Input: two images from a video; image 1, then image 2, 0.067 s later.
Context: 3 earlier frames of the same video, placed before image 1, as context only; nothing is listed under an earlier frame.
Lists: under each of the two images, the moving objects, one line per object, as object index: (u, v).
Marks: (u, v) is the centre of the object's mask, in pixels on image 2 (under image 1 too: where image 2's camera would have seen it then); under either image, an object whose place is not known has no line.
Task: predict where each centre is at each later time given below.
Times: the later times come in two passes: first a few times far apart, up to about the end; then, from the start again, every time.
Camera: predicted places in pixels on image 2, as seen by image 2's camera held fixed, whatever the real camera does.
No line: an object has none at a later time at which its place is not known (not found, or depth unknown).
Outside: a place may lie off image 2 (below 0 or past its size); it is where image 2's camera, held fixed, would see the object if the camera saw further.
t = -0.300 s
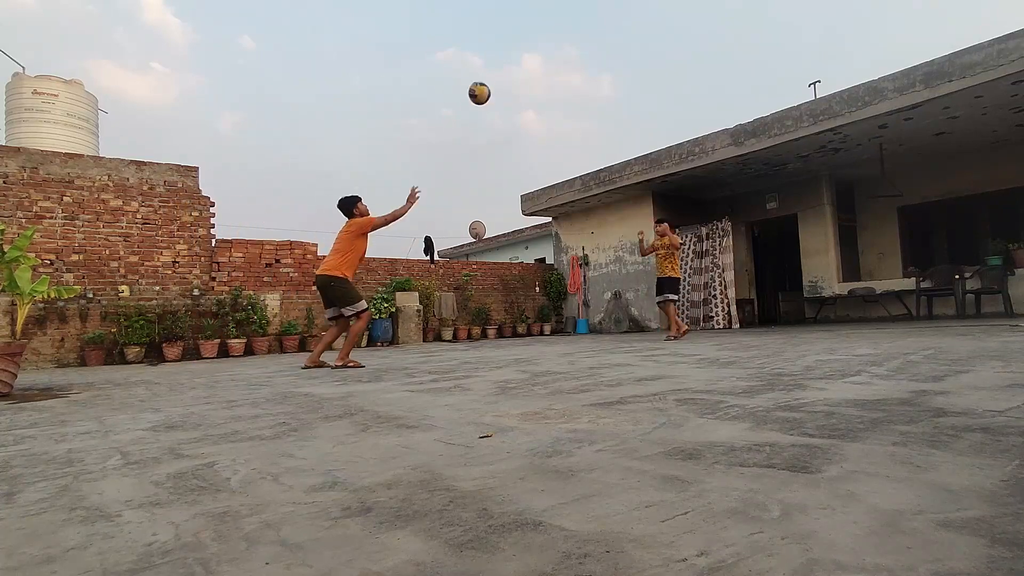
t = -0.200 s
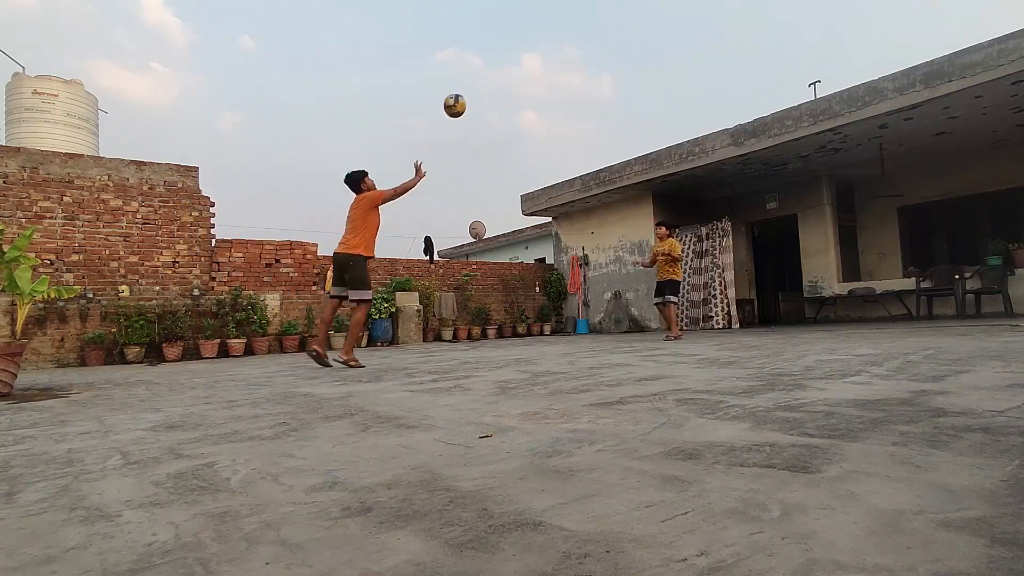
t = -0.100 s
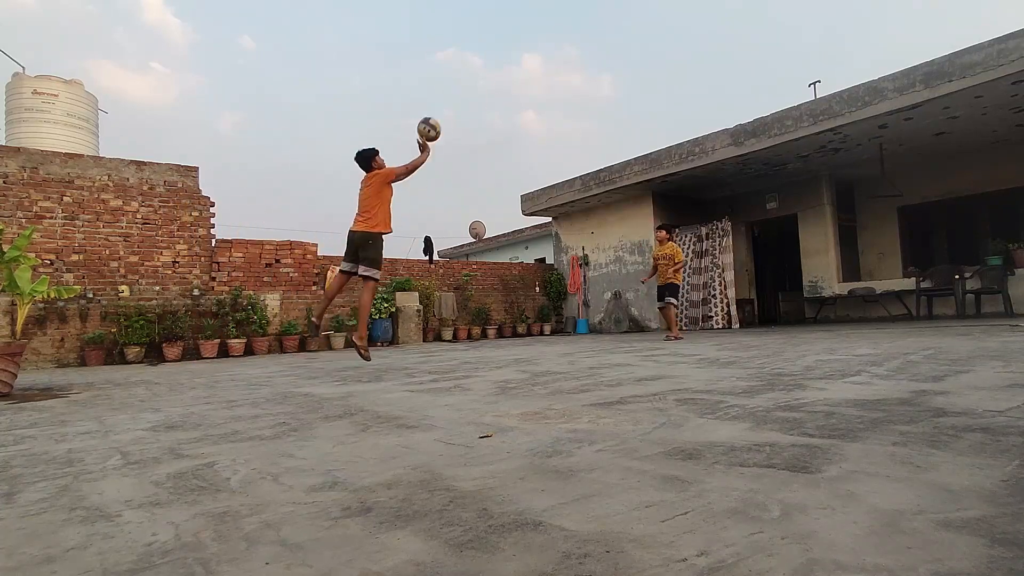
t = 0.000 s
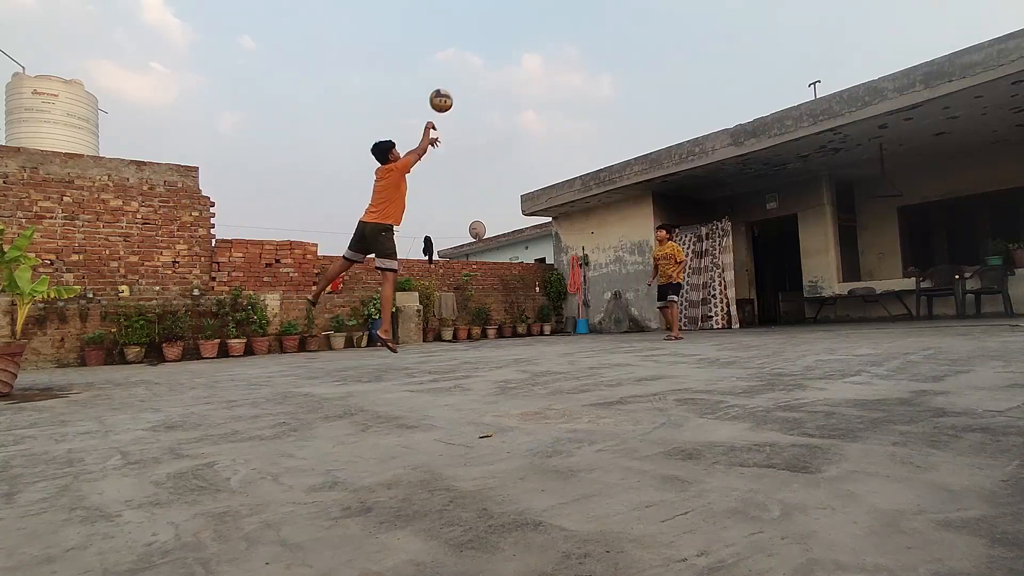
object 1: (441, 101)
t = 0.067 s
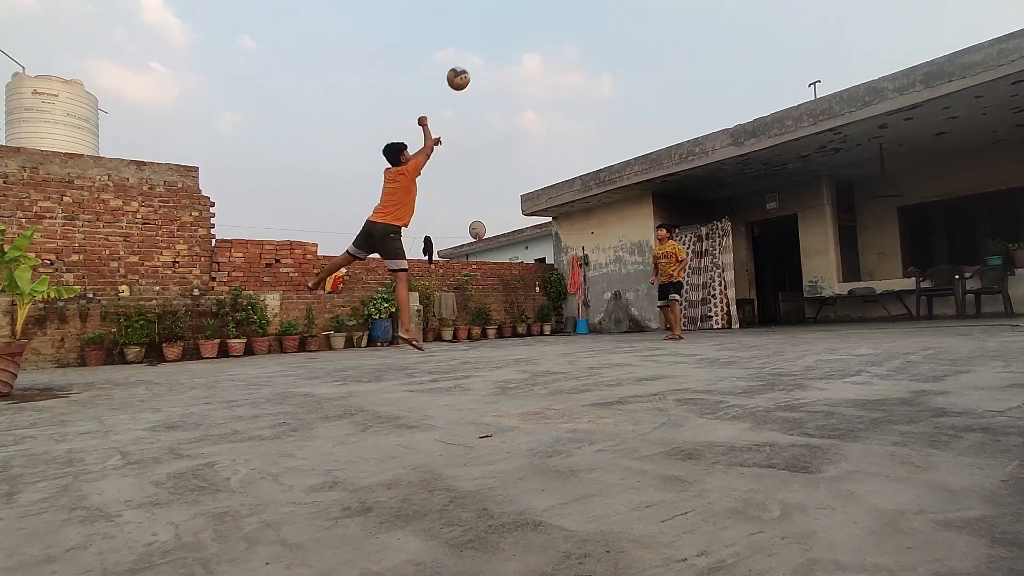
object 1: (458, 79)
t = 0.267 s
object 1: (508, 43)
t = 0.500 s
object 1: (564, 53)
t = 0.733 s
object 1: (615, 111)
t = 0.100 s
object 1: (467, 69)
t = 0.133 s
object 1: (475, 62)
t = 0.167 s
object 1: (483, 55)
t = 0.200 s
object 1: (491, 50)
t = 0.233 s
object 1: (500, 46)
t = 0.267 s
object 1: (508, 43)
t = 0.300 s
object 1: (516, 41)
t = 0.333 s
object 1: (524, 41)
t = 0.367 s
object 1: (532, 41)
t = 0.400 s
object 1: (540, 43)
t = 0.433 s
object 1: (548, 45)
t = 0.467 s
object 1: (556, 49)
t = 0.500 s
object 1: (564, 53)
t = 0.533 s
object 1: (571, 58)
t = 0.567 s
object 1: (579, 65)
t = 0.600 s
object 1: (586, 72)
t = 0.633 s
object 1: (593, 80)
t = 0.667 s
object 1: (601, 90)
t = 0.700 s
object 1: (608, 100)
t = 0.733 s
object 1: (615, 111)
